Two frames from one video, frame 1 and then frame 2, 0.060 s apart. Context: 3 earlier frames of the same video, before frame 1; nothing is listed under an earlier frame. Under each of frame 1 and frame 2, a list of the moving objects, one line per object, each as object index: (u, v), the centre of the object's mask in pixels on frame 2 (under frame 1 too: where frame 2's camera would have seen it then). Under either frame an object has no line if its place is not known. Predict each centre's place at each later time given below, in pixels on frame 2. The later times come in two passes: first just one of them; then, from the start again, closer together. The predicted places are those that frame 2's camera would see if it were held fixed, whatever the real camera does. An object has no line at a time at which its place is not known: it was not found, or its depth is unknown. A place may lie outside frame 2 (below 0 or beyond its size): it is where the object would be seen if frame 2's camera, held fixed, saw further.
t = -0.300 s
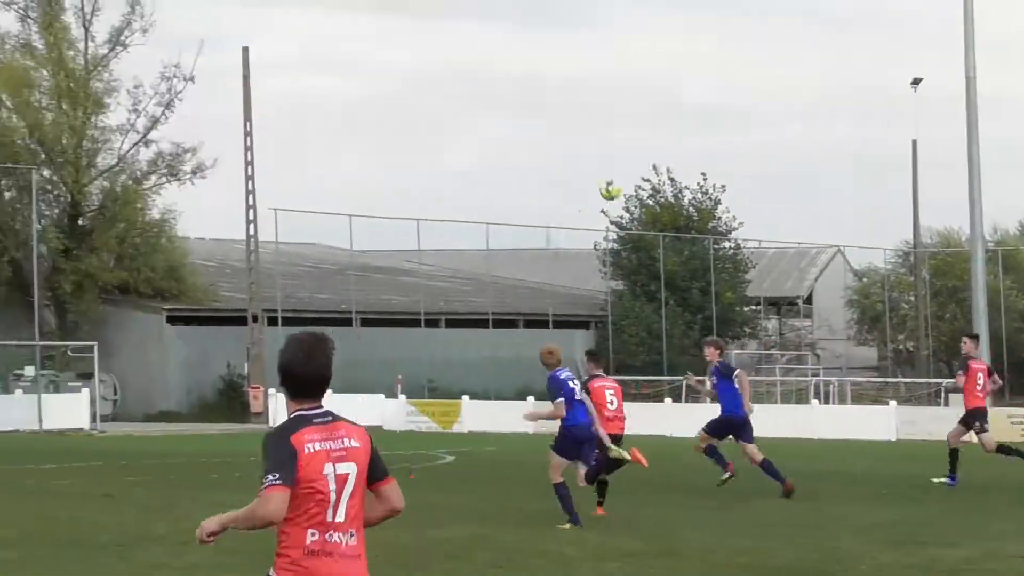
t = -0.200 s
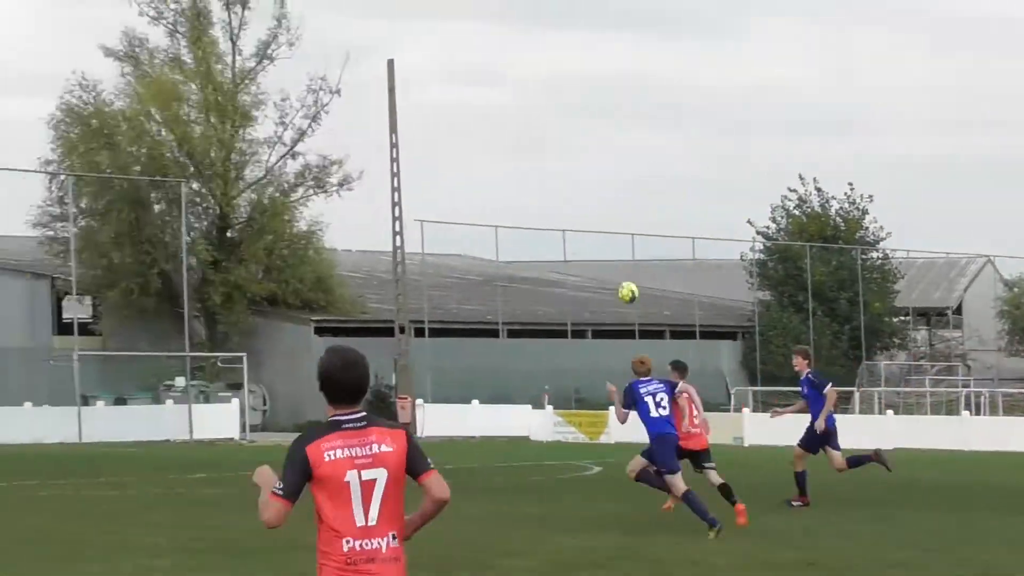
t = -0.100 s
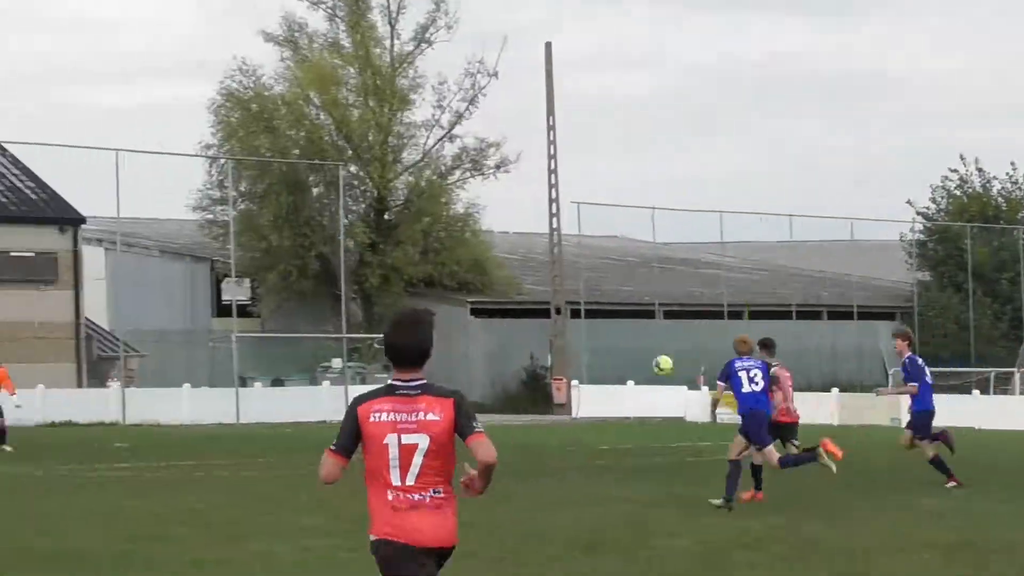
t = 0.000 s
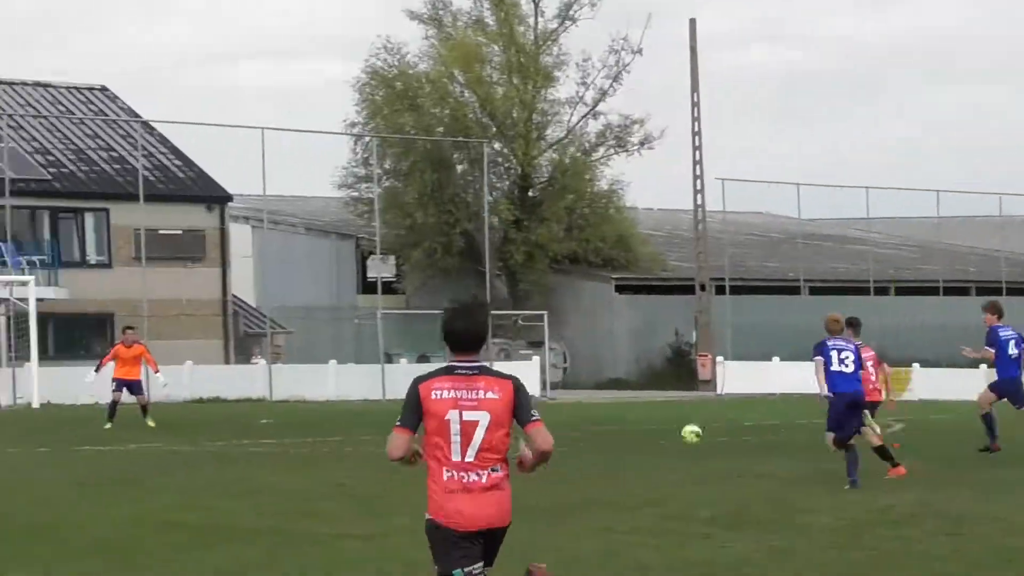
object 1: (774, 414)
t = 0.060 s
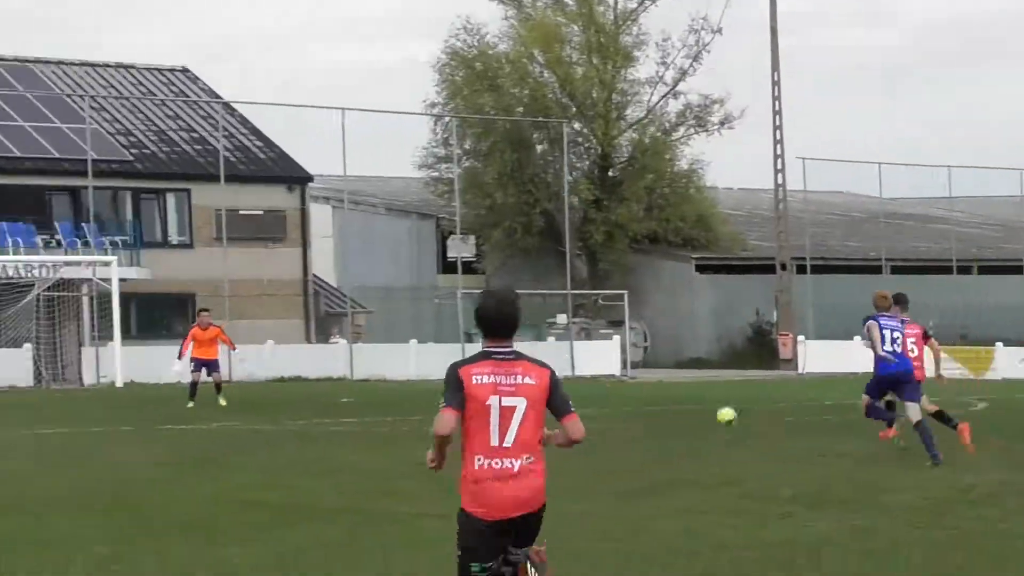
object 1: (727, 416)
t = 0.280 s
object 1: (619, 286)
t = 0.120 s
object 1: (696, 375)
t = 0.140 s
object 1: (686, 362)
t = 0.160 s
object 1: (676, 350)
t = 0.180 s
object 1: (665, 338)
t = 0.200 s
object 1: (656, 328)
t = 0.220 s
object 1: (648, 316)
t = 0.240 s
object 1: (637, 305)
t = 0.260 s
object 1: (627, 295)
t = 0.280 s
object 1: (619, 286)
